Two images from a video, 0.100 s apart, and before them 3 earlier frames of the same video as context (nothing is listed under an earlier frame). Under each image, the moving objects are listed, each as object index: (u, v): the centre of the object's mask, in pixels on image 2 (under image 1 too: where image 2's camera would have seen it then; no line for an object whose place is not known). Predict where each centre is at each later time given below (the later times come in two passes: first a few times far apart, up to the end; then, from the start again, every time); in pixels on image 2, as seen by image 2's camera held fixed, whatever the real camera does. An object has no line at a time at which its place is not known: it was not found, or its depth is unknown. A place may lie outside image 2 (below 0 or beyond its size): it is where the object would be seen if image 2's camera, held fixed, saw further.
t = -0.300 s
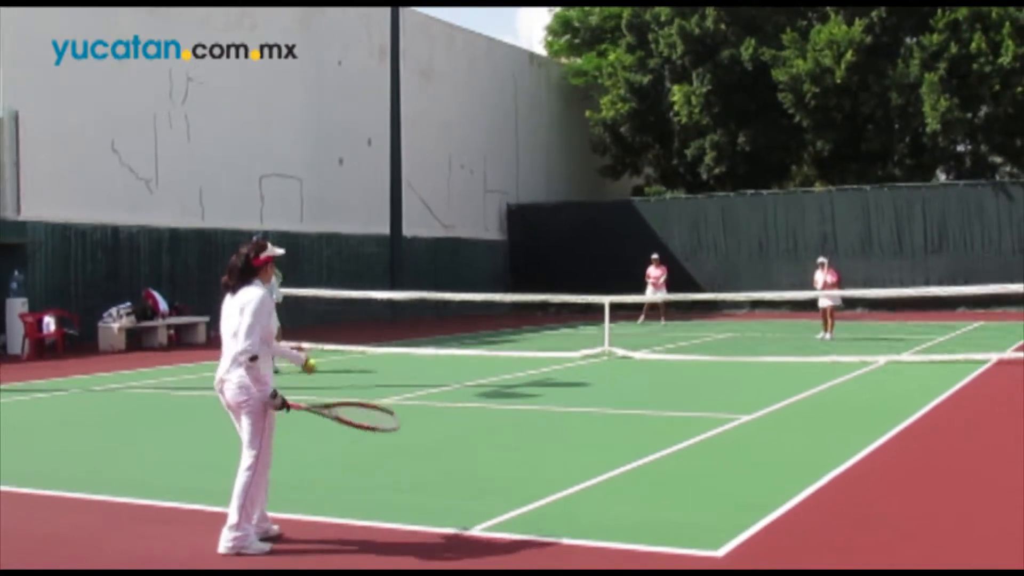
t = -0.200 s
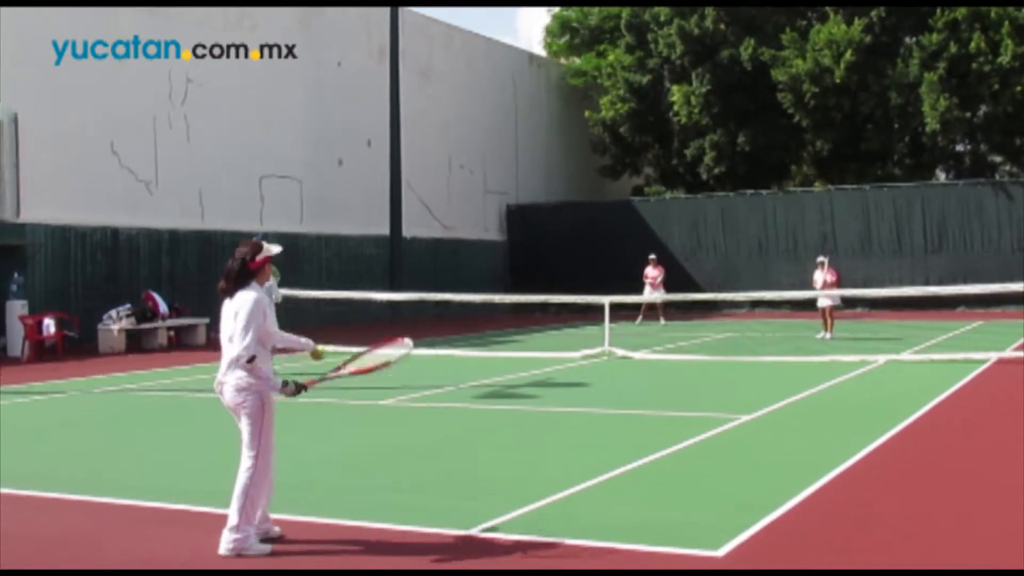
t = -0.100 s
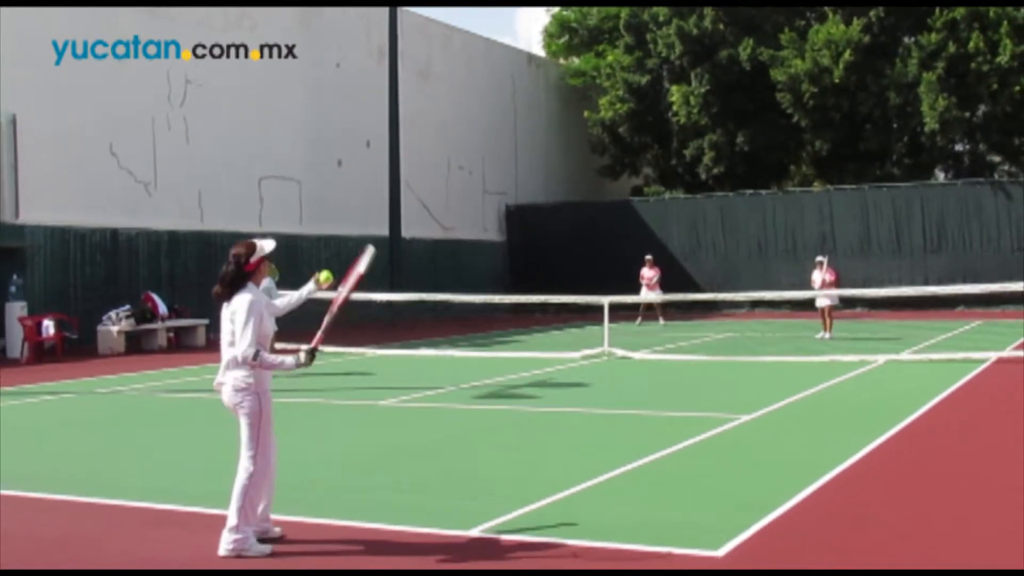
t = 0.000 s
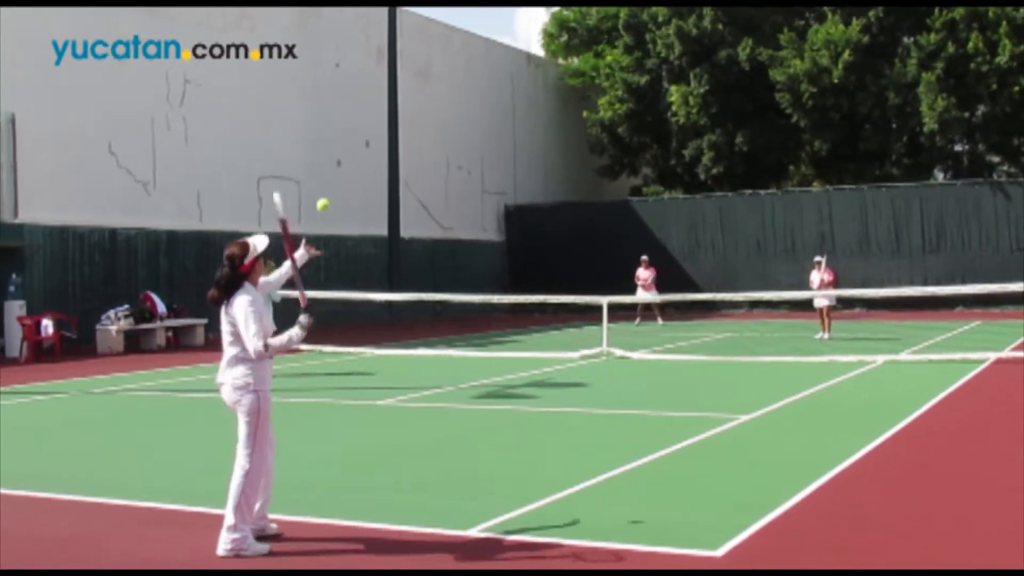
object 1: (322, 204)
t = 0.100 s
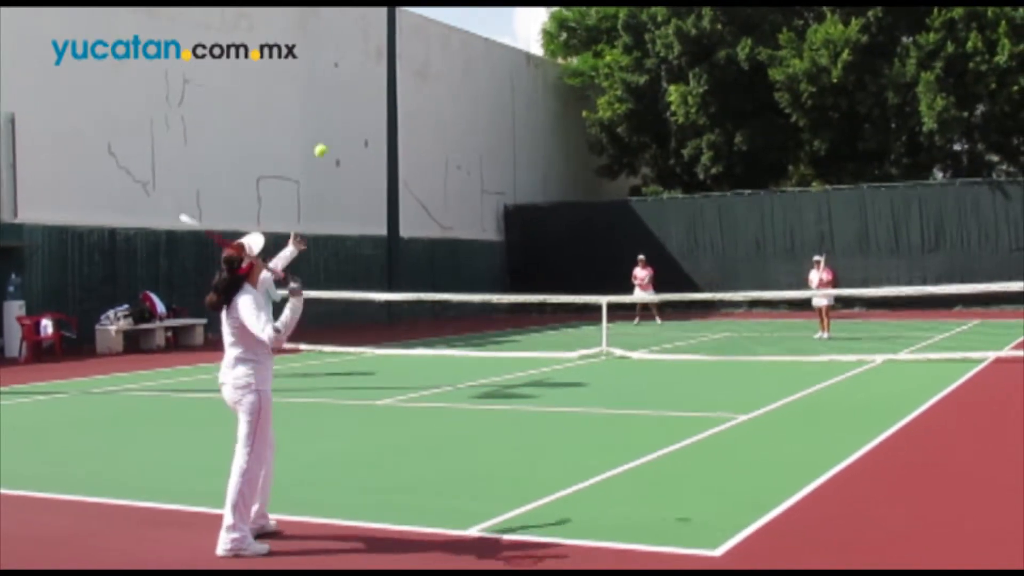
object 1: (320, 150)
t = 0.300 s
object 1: (318, 95)
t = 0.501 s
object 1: (317, 109)
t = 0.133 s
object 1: (319, 136)
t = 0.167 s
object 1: (319, 124)
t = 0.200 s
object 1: (319, 114)
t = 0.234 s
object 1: (318, 106)
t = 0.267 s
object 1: (318, 99)
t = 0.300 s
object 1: (318, 95)
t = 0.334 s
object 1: (318, 92)
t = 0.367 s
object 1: (318, 92)
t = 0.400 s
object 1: (317, 93)
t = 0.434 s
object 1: (317, 96)
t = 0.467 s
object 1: (317, 101)
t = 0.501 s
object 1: (317, 109)
